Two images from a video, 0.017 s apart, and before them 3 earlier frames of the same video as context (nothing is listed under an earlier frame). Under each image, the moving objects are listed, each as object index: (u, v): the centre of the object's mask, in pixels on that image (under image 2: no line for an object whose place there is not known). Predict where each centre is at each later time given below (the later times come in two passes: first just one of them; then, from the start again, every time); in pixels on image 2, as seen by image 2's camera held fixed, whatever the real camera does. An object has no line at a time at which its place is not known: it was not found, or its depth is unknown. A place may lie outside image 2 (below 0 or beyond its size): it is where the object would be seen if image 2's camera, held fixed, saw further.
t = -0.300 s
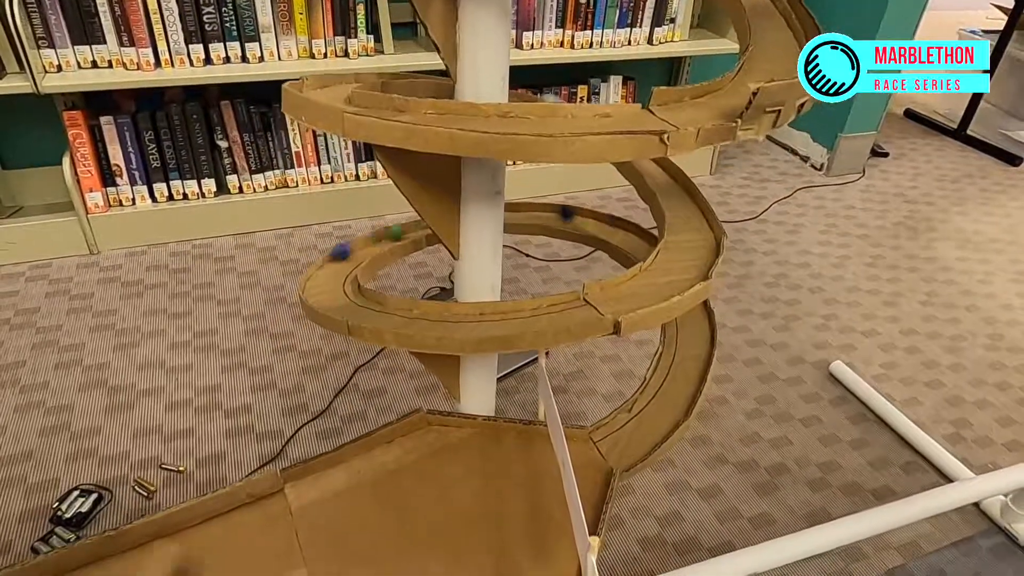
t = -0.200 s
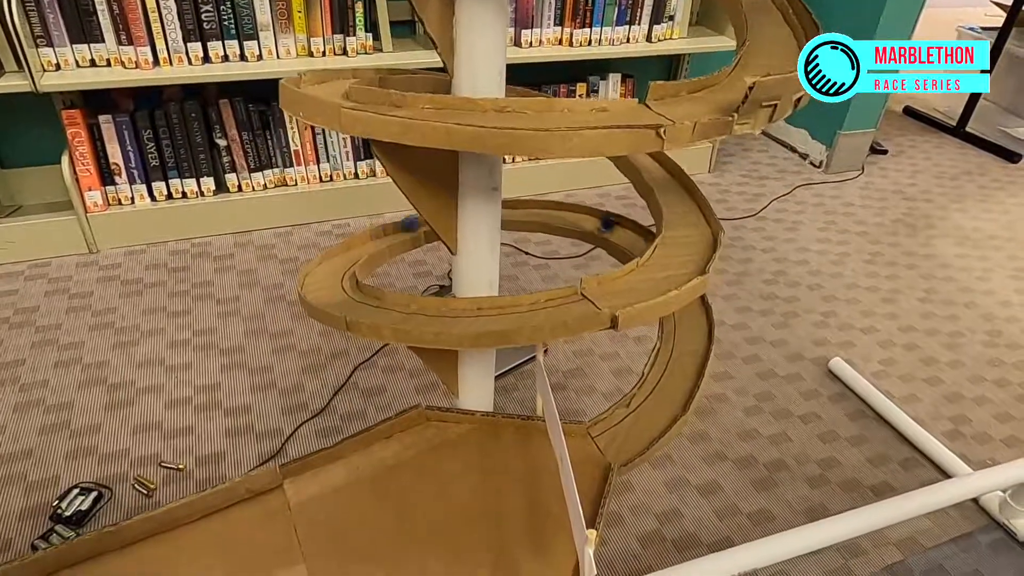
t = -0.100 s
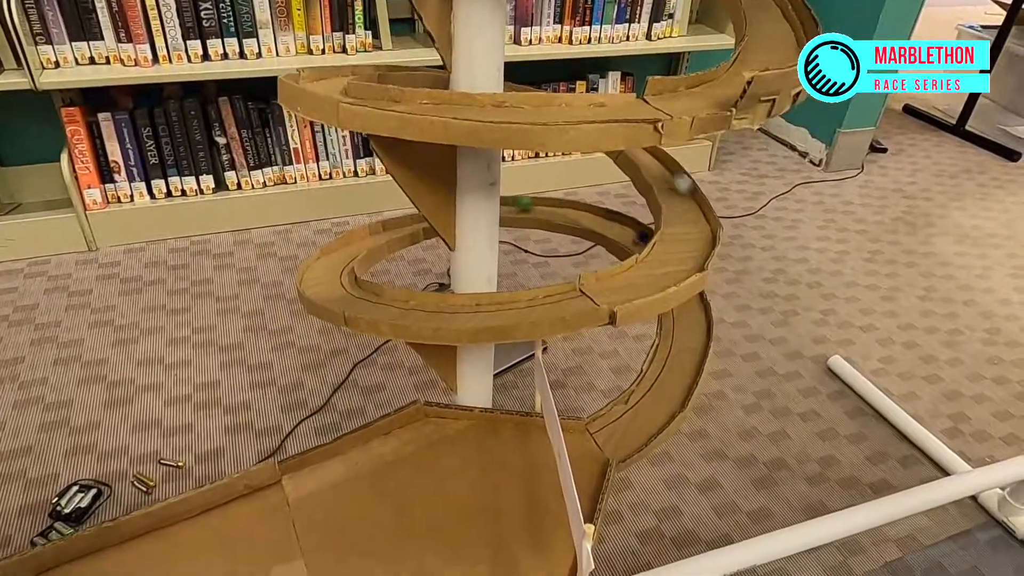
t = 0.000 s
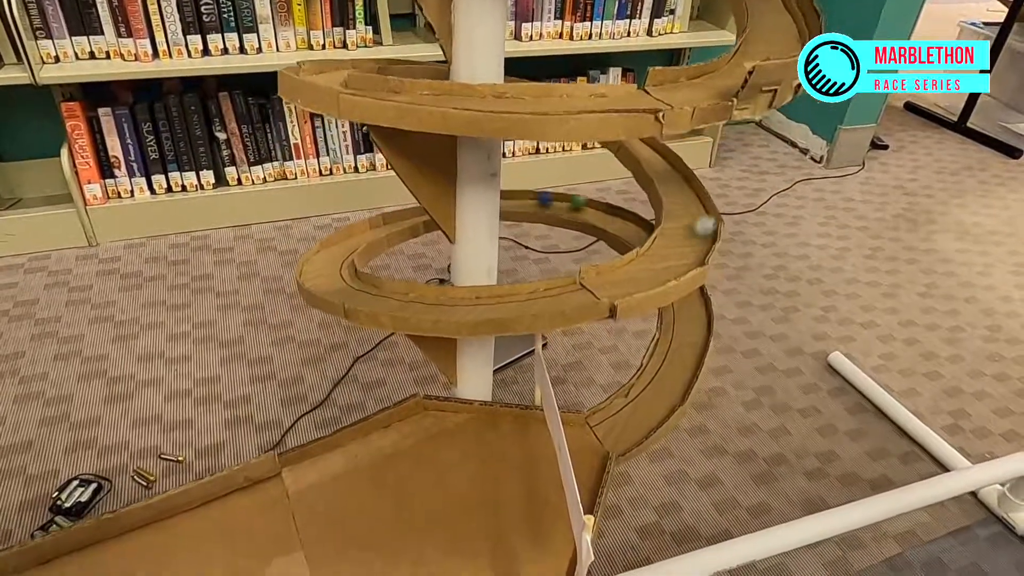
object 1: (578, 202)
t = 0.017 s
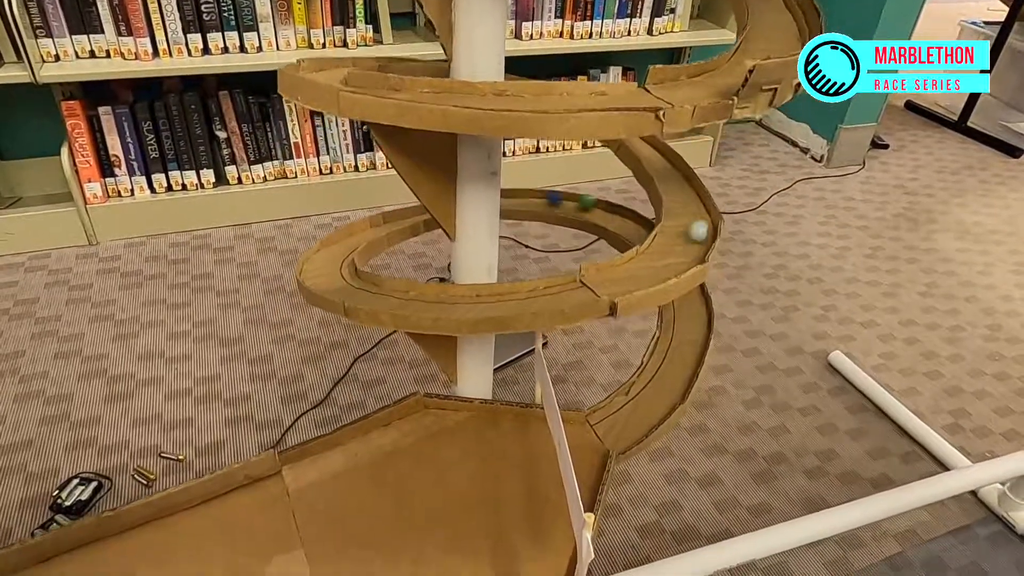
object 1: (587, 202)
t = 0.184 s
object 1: (645, 230)
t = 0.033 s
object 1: (594, 204)
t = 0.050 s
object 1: (602, 206)
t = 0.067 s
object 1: (609, 209)
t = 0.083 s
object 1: (614, 212)
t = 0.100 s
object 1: (619, 215)
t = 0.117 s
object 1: (626, 218)
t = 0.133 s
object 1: (631, 222)
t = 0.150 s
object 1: (636, 225)
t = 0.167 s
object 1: (642, 227)
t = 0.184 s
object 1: (645, 230)
